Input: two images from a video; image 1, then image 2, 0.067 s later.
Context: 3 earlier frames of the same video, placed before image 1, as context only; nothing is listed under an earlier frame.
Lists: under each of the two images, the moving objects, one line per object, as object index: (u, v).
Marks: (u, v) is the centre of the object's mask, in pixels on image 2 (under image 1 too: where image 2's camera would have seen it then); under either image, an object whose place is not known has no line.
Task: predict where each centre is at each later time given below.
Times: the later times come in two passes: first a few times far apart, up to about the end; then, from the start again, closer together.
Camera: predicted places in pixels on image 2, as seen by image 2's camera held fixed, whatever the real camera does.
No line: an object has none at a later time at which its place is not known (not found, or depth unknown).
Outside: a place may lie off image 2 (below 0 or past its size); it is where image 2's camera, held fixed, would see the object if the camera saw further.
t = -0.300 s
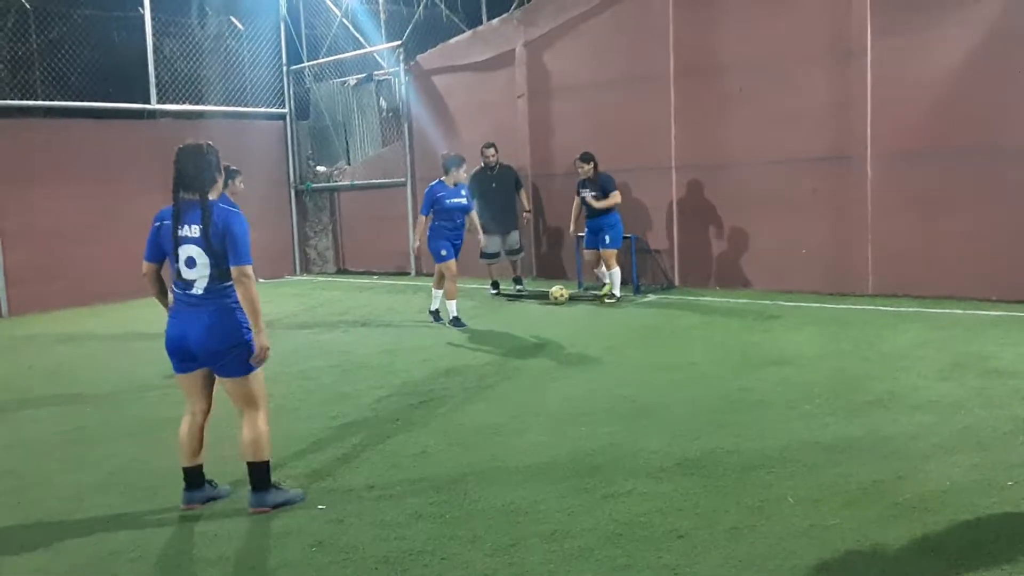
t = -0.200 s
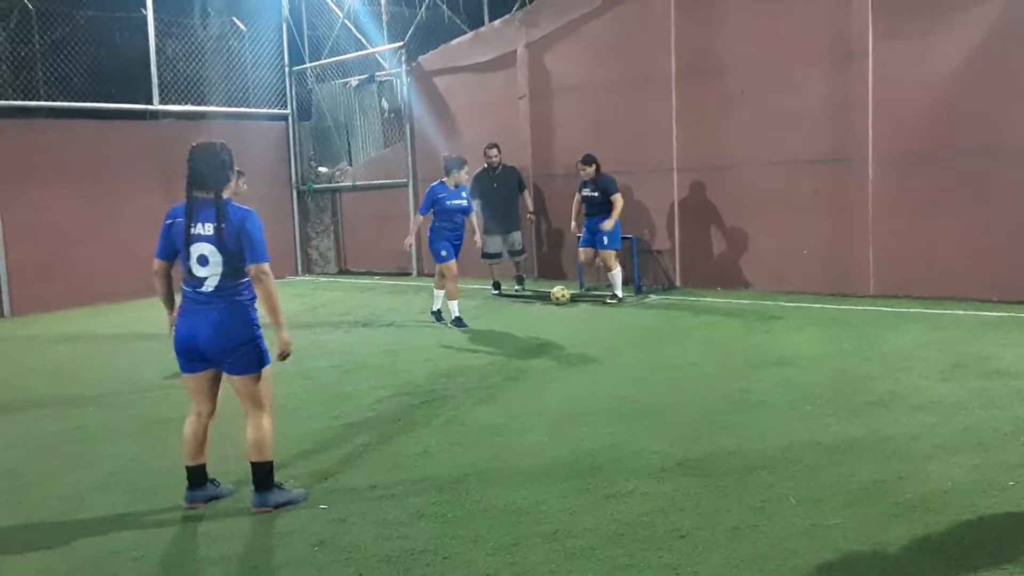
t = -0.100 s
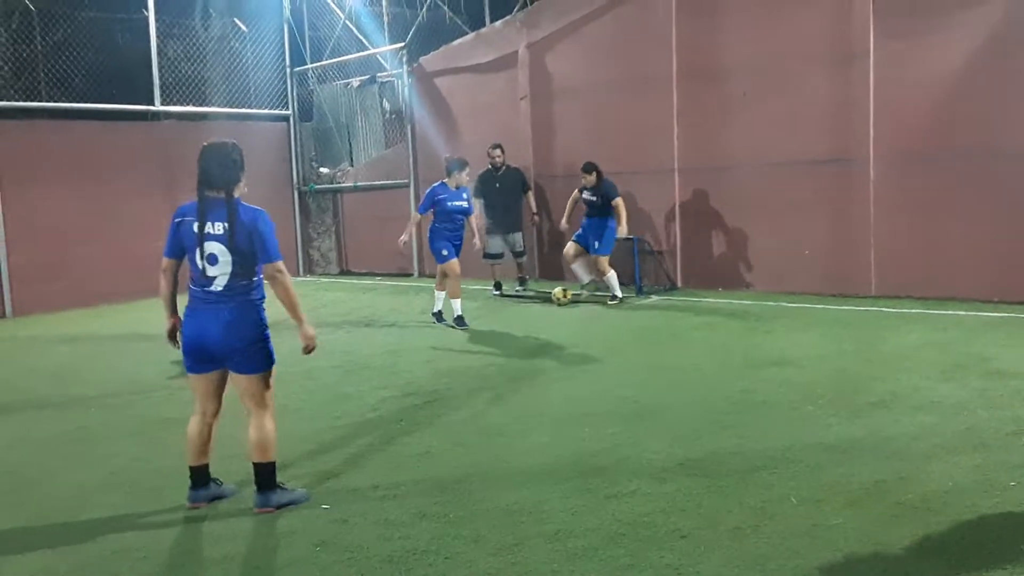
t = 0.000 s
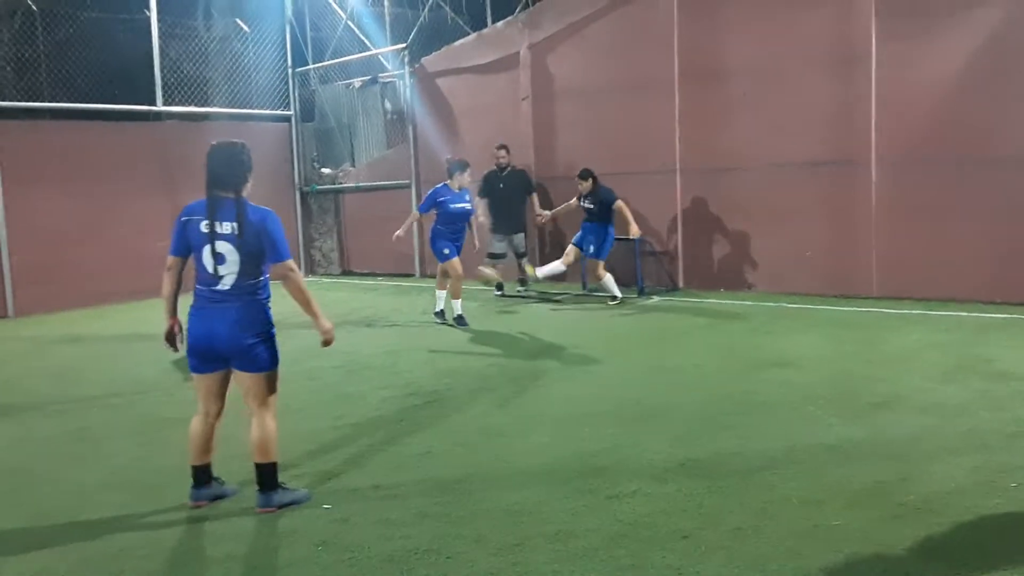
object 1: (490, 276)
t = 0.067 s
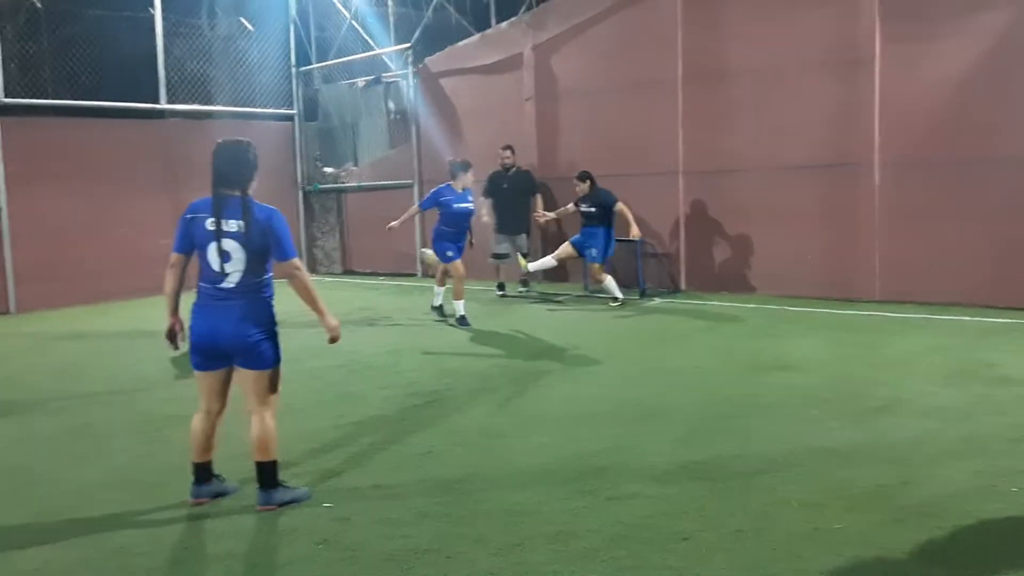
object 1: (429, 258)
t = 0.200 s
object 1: (316, 232)
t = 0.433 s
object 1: (130, 229)
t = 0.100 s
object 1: (401, 249)
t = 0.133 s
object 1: (373, 243)
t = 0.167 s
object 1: (344, 237)
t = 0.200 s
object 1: (316, 232)
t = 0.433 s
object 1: (130, 229)
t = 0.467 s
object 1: (105, 232)
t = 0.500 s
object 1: (80, 236)
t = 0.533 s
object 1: (57, 240)
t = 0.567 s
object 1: (34, 246)
